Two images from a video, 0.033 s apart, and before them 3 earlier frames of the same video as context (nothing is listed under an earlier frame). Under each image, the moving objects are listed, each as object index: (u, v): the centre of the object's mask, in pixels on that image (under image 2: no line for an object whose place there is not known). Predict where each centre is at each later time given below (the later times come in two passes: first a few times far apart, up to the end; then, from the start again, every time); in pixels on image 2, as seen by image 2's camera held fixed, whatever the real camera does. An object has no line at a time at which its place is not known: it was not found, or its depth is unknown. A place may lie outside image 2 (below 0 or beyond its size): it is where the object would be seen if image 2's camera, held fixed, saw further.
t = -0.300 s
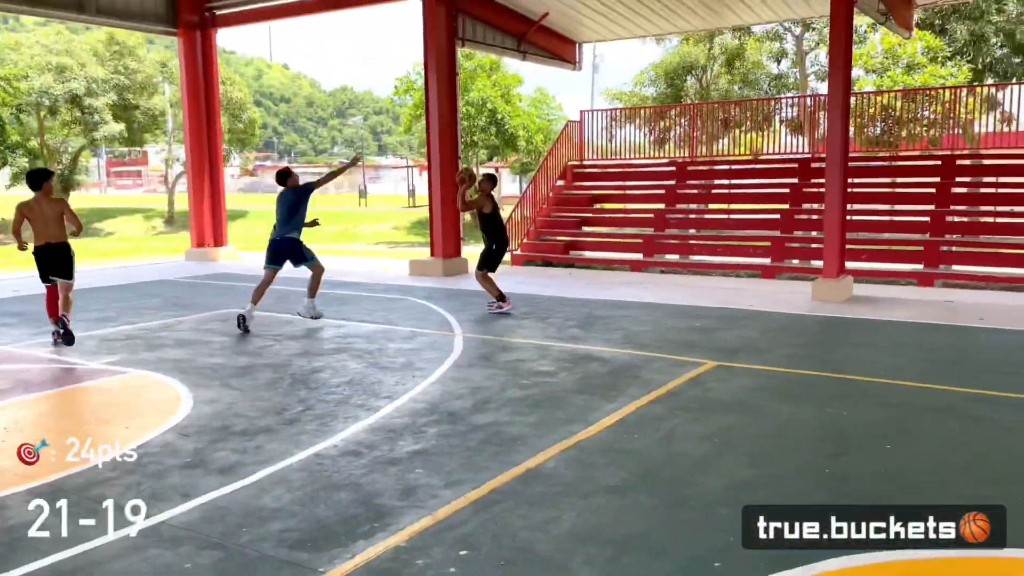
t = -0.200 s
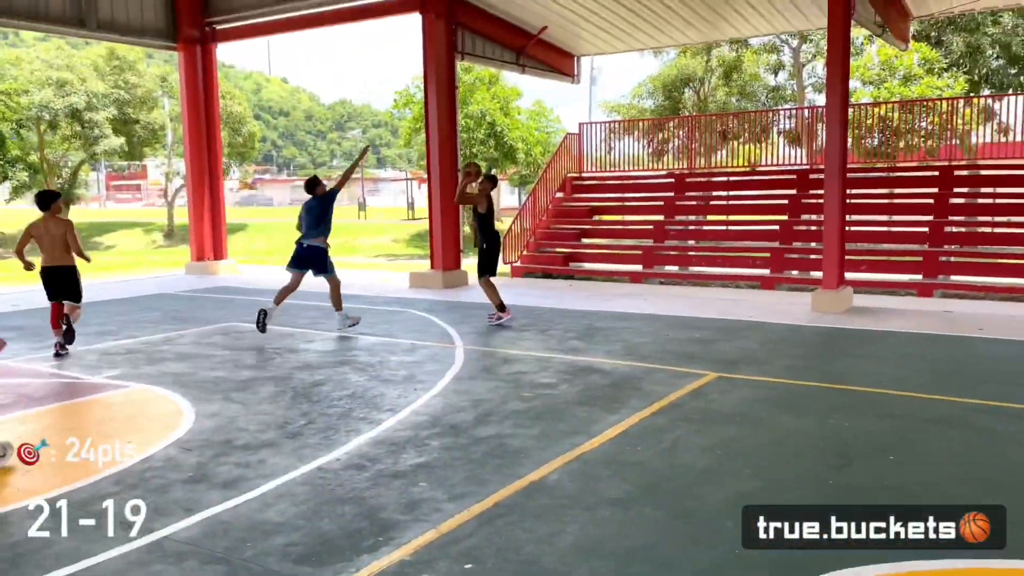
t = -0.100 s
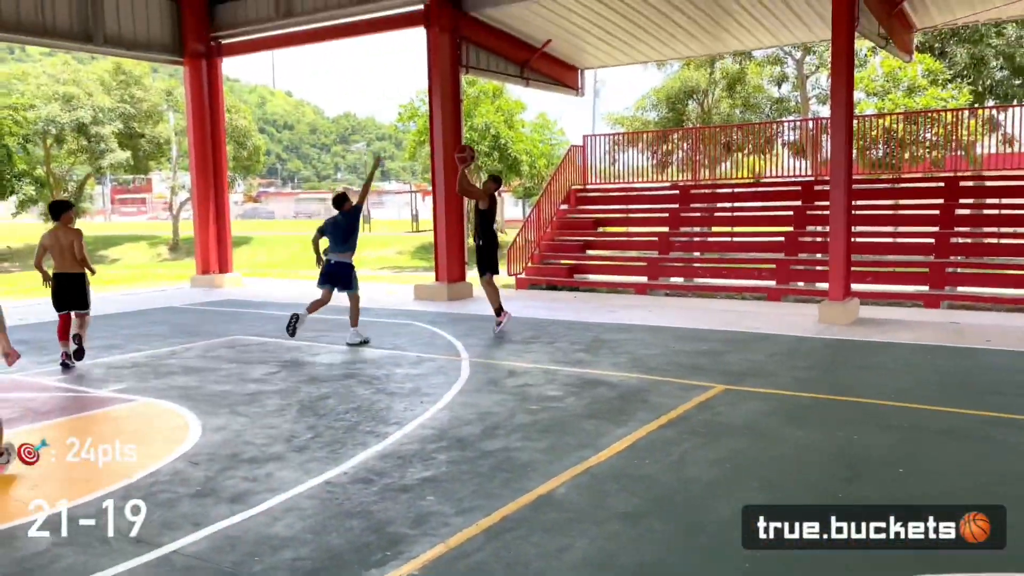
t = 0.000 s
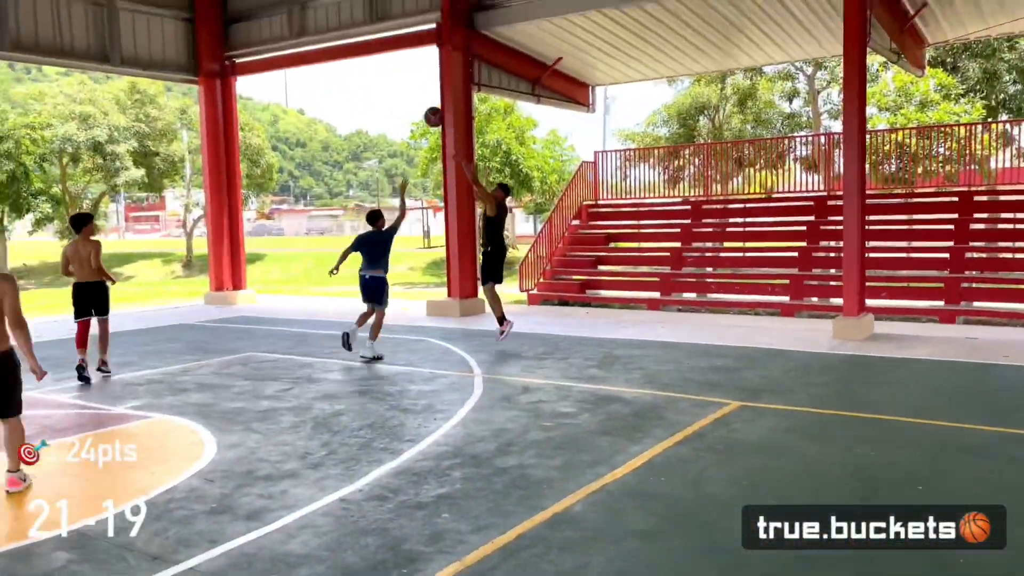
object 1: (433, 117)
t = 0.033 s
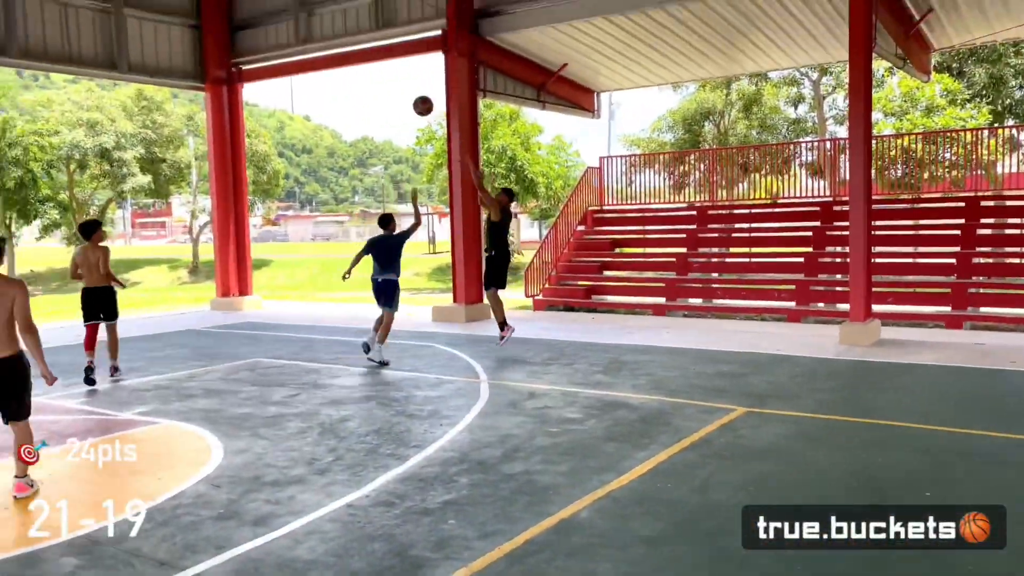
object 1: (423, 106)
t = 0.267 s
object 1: (302, 6)
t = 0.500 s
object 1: (170, -53)
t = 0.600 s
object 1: (111, -63)
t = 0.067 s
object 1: (406, 89)
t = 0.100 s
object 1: (389, 73)
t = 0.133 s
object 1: (373, 59)
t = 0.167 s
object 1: (355, 43)
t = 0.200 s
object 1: (338, 30)
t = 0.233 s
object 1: (321, 17)
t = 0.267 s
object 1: (302, 6)
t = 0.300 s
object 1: (284, -6)
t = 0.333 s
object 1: (265, -15)
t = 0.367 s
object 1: (246, -24)
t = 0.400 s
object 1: (227, -32)
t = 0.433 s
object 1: (209, -38)
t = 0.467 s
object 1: (187, -46)
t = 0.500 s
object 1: (170, -53)
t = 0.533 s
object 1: (151, -58)
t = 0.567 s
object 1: (131, -61)
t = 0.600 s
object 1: (111, -63)
